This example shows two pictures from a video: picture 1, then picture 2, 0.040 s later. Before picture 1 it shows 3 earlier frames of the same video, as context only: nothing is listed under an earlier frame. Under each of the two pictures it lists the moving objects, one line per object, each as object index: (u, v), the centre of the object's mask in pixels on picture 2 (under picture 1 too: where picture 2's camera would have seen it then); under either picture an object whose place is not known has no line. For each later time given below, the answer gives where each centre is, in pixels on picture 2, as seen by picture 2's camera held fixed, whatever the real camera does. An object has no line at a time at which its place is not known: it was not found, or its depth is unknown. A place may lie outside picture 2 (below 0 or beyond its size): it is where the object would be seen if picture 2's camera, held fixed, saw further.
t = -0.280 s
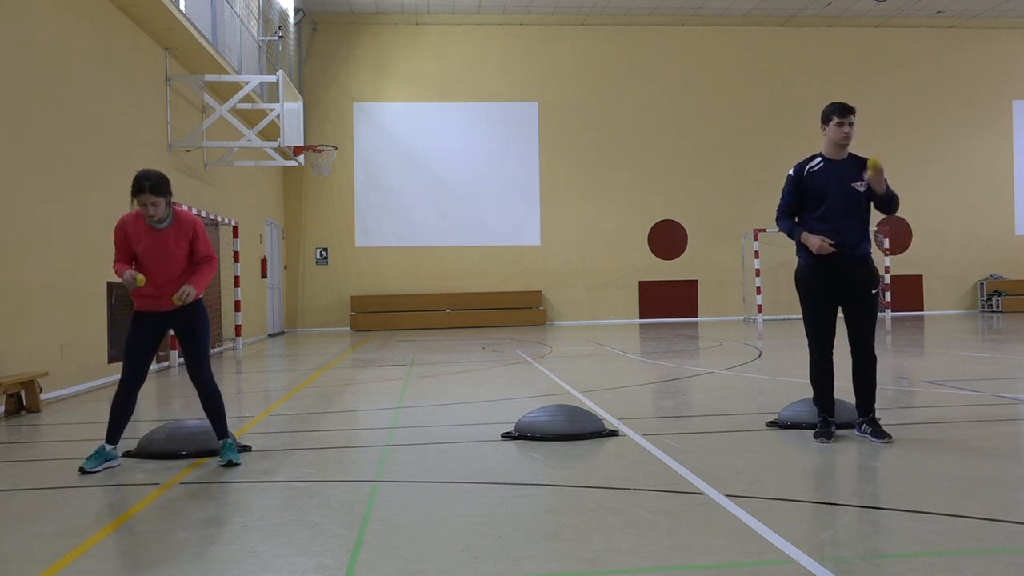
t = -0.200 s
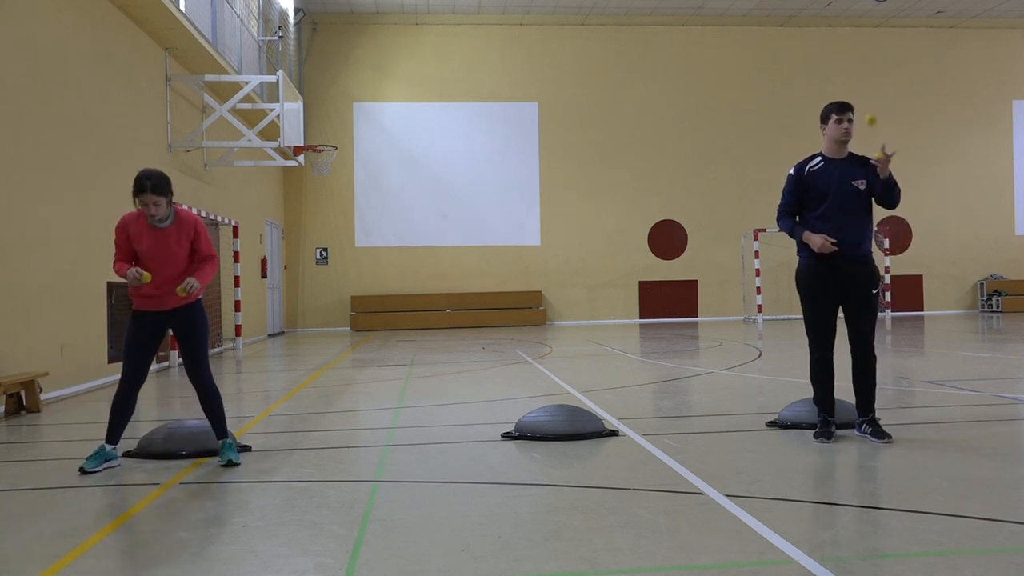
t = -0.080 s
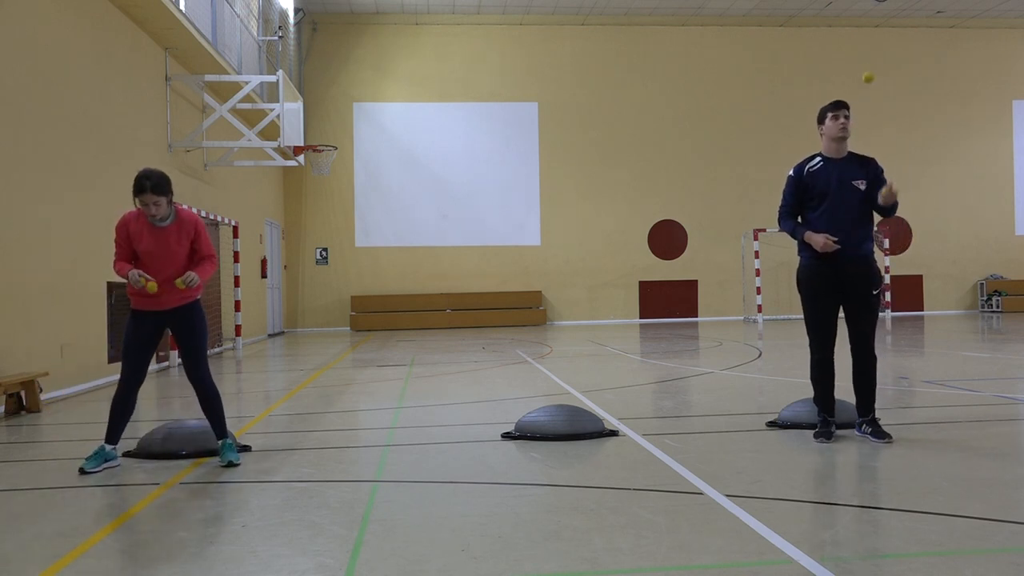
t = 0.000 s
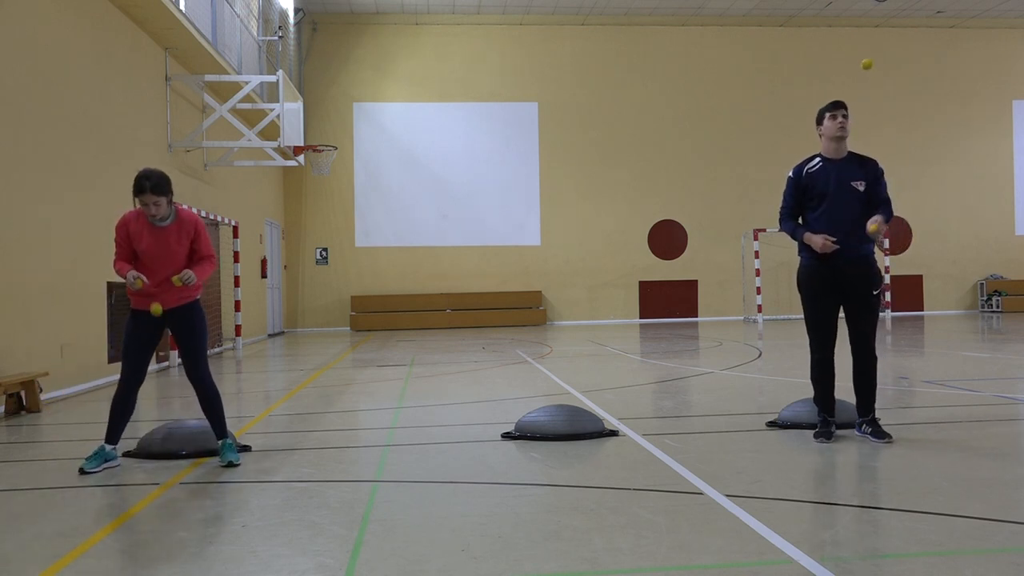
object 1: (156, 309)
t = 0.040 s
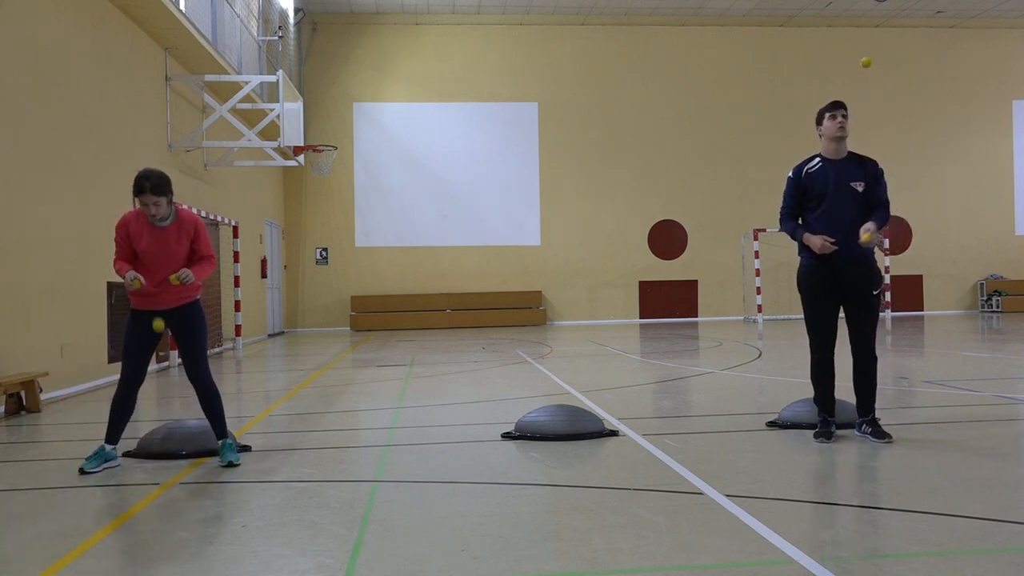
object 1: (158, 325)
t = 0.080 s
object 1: (161, 344)
